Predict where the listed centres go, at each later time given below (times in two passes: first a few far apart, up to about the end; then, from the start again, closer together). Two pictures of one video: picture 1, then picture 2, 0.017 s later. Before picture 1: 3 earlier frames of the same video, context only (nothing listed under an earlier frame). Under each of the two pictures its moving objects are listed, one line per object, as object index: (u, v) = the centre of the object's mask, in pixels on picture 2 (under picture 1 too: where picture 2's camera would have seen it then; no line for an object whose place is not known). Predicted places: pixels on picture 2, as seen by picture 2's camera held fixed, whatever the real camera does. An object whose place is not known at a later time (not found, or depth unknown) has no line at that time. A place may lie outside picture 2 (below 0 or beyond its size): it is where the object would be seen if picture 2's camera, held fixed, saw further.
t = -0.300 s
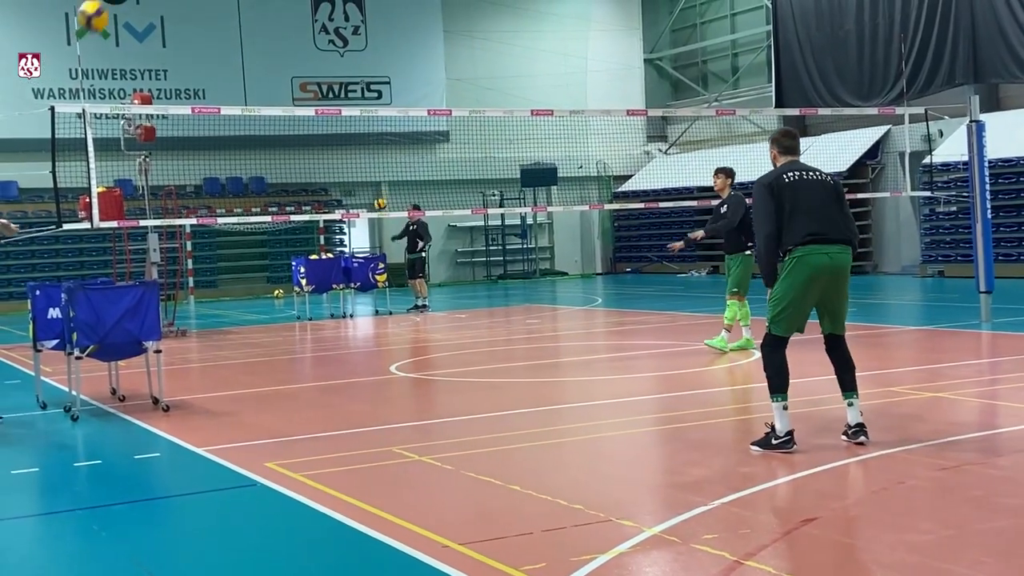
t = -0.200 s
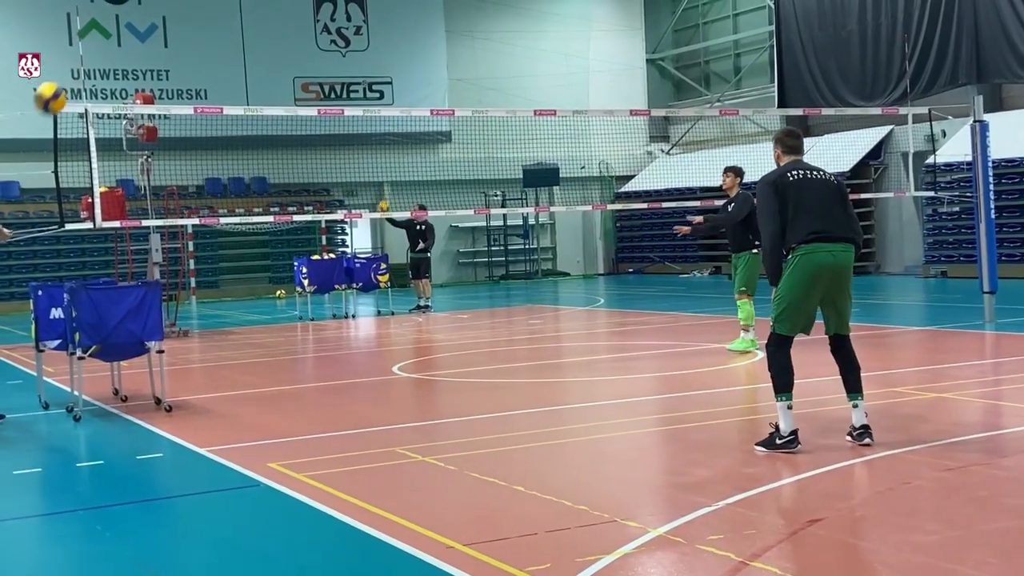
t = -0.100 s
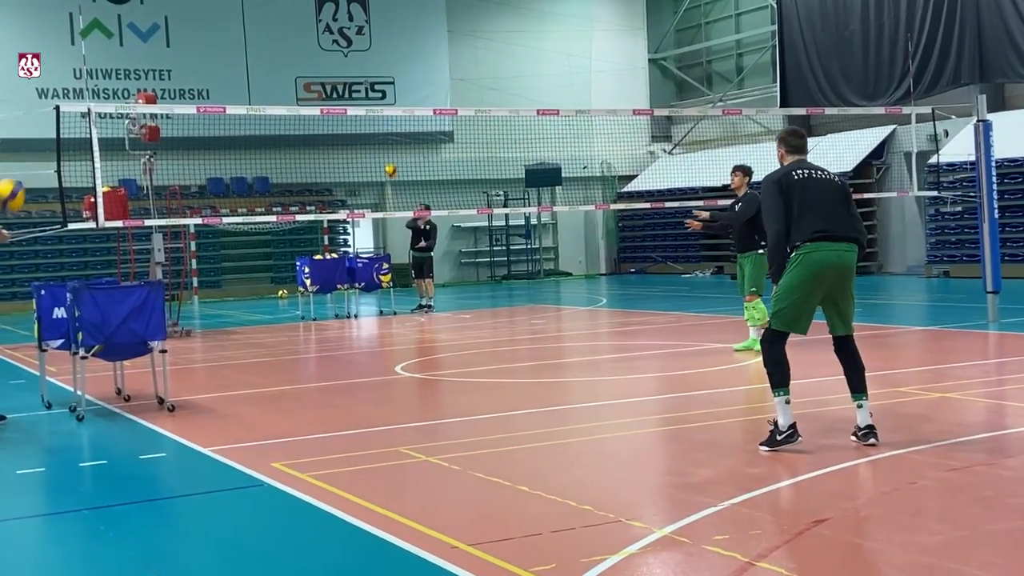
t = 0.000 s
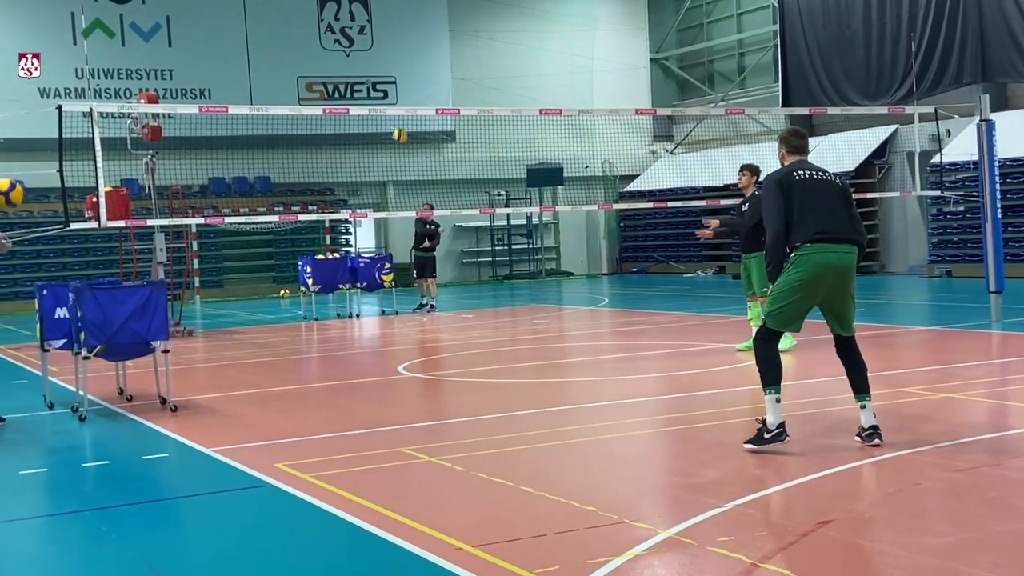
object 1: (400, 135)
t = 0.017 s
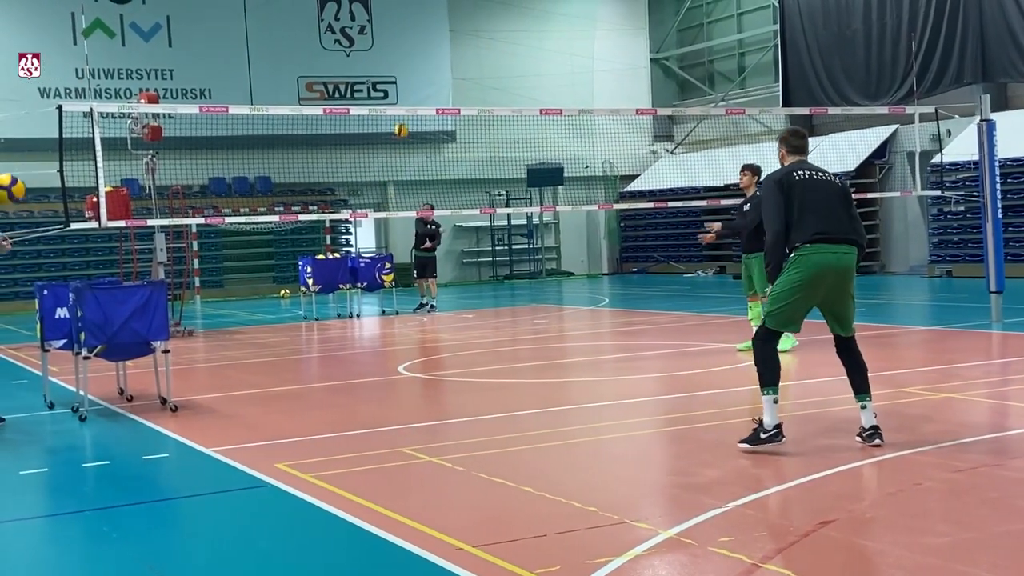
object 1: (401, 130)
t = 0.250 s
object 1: (418, 71)
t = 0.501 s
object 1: (443, 47)
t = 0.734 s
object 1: (474, 88)
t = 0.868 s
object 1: (501, 150)
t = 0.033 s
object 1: (402, 124)
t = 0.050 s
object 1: (403, 121)
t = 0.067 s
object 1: (405, 118)
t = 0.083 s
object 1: (405, 105)
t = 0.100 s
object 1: (407, 103)
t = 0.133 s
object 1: (409, 96)
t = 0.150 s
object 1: (411, 92)
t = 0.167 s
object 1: (412, 88)
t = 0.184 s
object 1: (413, 84)
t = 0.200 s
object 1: (414, 81)
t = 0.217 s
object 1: (415, 77)
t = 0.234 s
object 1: (417, 74)
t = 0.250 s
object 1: (418, 71)
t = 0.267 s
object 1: (420, 68)
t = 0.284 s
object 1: (421, 66)
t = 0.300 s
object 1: (423, 63)
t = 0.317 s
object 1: (424, 61)
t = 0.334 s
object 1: (426, 58)
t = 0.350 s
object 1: (428, 56)
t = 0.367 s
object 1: (429, 54)
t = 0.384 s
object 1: (431, 53)
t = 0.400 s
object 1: (432, 51)
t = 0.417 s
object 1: (434, 50)
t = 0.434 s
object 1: (436, 49)
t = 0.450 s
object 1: (438, 47)
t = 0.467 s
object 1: (440, 47)
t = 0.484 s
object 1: (442, 47)
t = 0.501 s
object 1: (443, 47)
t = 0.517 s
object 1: (445, 47)
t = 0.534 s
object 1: (447, 48)
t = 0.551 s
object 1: (449, 49)
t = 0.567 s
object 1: (451, 51)
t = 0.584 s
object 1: (453, 53)
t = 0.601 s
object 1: (455, 55)
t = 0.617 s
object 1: (456, 57)
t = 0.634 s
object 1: (459, 61)
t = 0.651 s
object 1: (461, 64)
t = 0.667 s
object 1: (463, 68)
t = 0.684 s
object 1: (466, 72)
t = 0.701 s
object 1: (468, 77)
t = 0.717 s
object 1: (471, 83)
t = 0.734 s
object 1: (474, 88)
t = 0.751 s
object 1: (476, 95)
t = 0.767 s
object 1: (479, 101)
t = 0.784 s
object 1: (482, 108)
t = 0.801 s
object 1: (485, 116)
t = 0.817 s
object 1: (489, 124)
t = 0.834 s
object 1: (493, 132)
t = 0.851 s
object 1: (497, 141)
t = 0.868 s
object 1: (501, 150)
